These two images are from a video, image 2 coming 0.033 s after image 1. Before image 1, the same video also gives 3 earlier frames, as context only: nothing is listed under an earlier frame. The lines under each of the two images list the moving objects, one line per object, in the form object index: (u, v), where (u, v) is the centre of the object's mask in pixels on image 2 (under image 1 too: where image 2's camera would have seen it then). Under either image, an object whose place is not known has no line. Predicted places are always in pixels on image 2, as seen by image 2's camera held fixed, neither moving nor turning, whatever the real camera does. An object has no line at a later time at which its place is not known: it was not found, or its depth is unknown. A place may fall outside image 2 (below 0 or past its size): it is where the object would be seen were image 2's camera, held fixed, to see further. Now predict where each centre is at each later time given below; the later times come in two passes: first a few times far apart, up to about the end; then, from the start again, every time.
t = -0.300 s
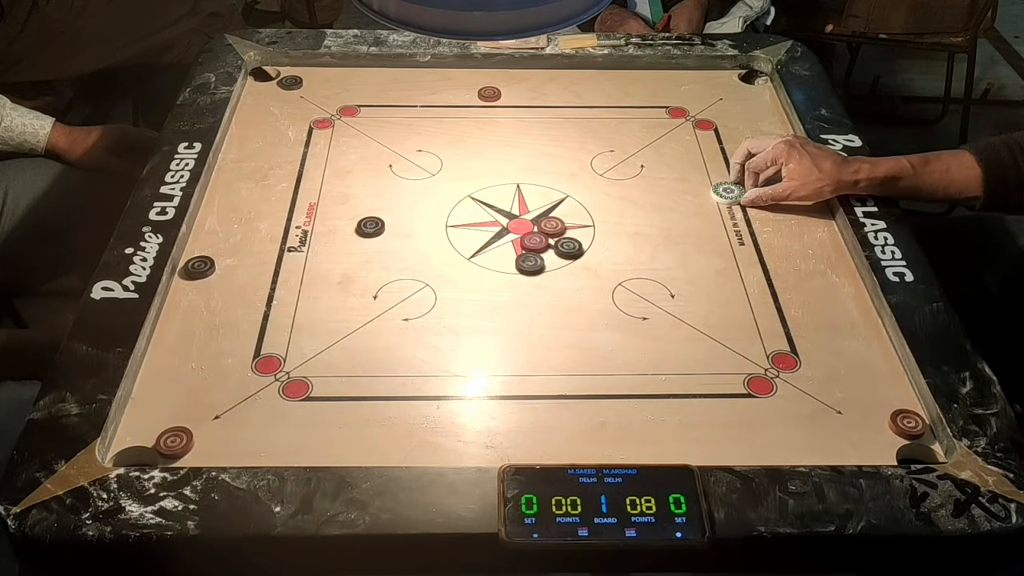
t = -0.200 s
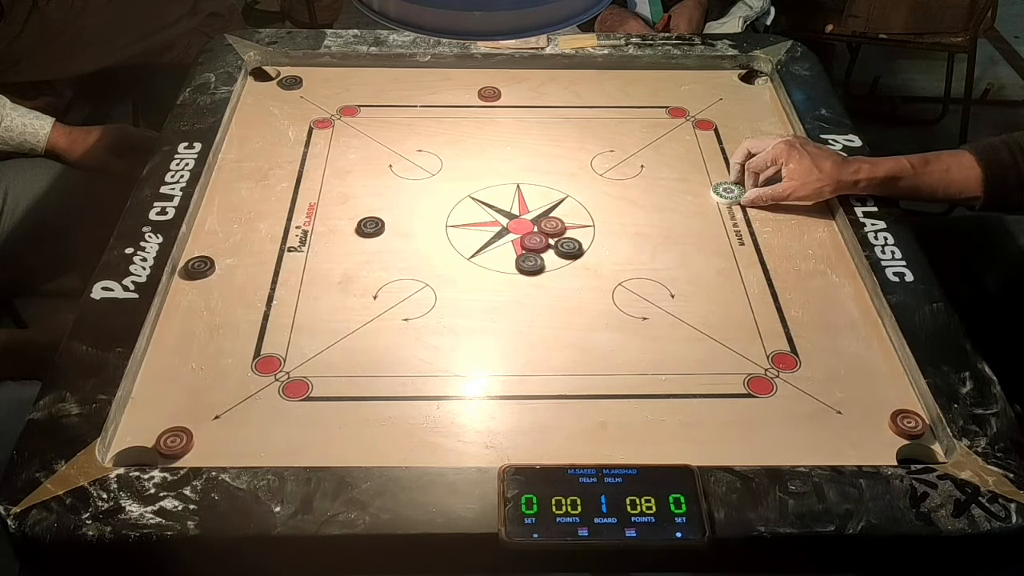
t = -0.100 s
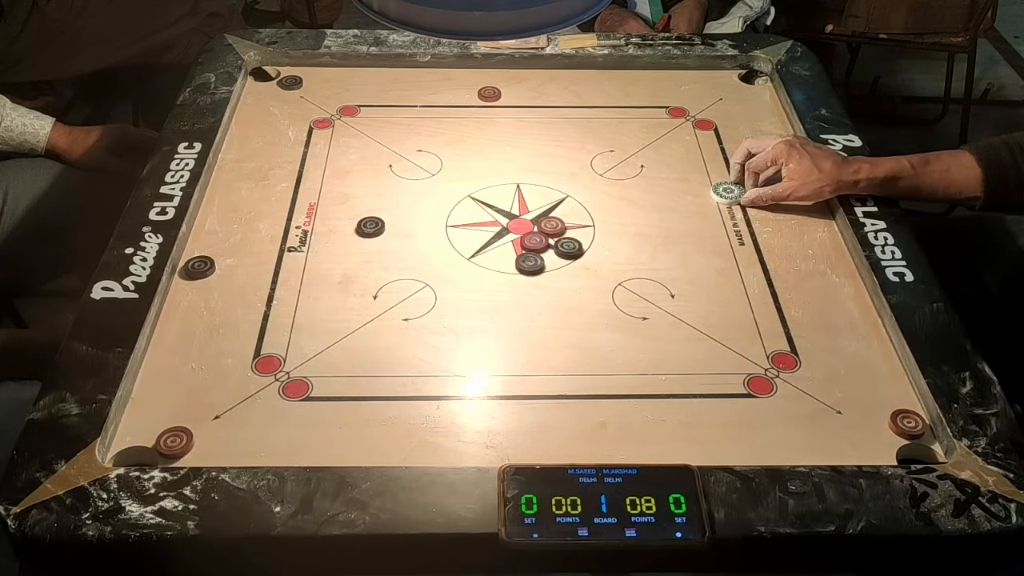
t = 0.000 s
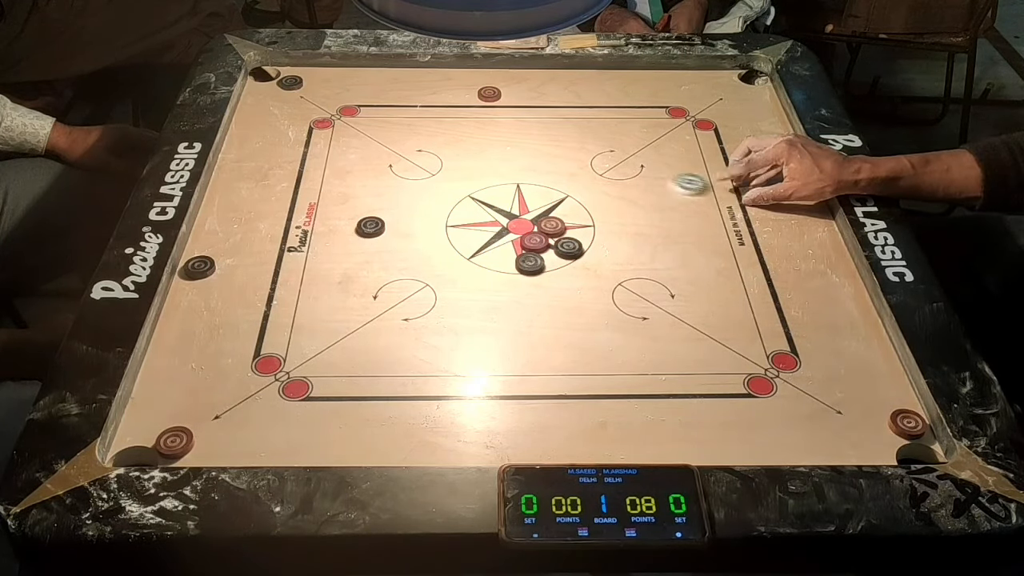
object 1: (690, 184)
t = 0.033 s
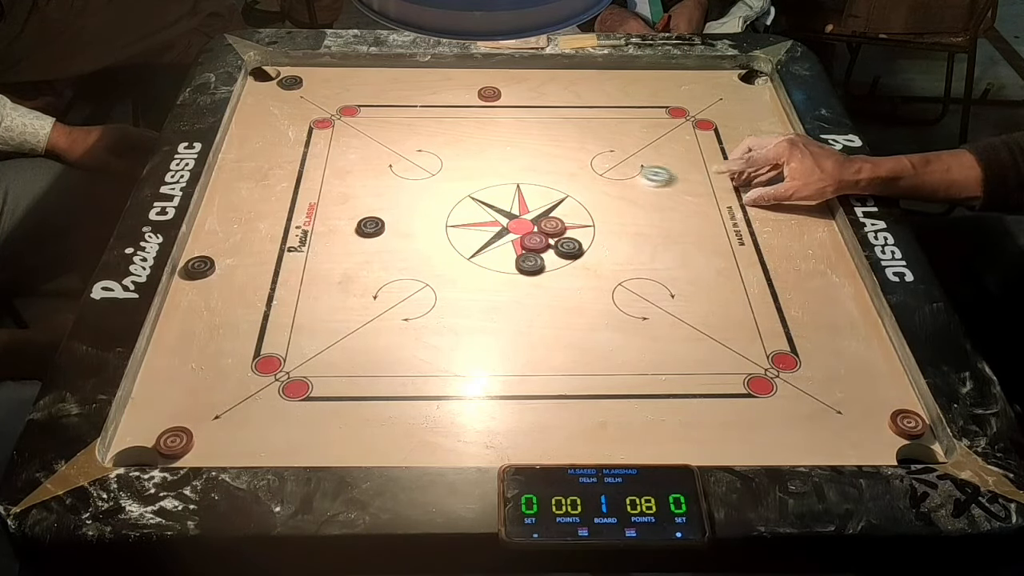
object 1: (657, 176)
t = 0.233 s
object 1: (488, 136)
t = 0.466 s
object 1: (353, 105)
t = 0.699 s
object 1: (286, 91)
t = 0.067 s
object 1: (624, 168)
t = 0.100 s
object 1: (594, 161)
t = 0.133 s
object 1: (565, 154)
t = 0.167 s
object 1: (538, 148)
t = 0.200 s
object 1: (512, 141)
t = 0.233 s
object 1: (488, 136)
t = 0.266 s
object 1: (464, 130)
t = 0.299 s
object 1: (443, 125)
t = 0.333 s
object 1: (423, 120)
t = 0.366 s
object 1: (403, 116)
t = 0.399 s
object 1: (385, 112)
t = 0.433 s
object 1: (369, 107)
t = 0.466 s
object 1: (353, 105)
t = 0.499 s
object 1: (338, 101)
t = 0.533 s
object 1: (325, 96)
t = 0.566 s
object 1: (312, 94)
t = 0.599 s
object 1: (303, 92)
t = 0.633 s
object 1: (296, 92)
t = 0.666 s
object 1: (291, 92)
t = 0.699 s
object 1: (286, 91)
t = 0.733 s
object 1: (284, 91)
